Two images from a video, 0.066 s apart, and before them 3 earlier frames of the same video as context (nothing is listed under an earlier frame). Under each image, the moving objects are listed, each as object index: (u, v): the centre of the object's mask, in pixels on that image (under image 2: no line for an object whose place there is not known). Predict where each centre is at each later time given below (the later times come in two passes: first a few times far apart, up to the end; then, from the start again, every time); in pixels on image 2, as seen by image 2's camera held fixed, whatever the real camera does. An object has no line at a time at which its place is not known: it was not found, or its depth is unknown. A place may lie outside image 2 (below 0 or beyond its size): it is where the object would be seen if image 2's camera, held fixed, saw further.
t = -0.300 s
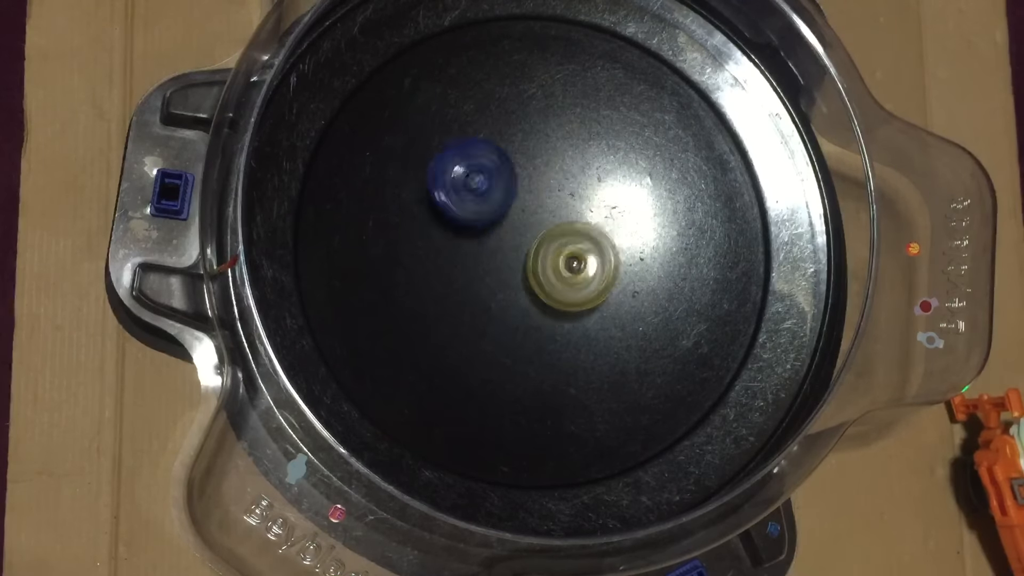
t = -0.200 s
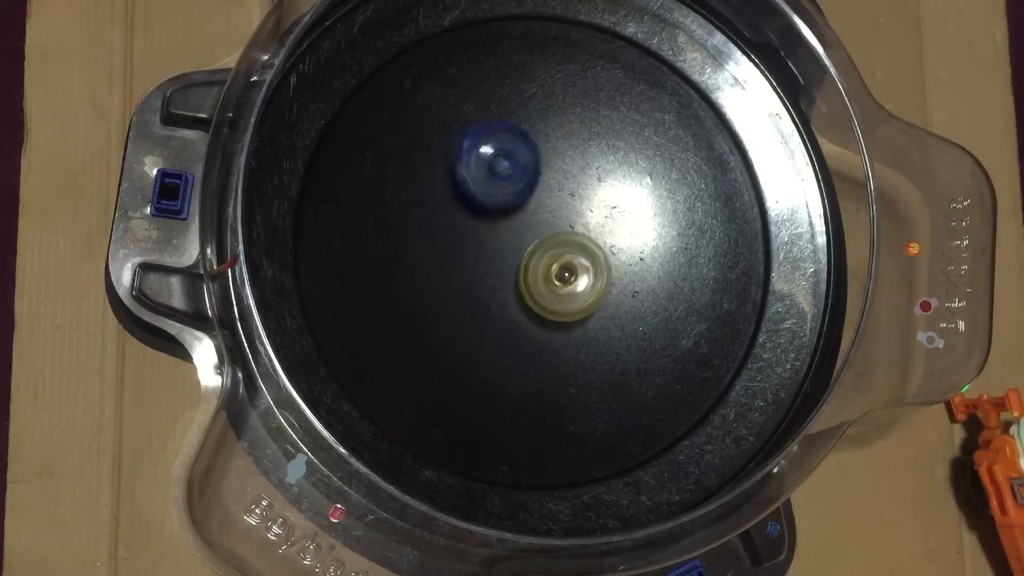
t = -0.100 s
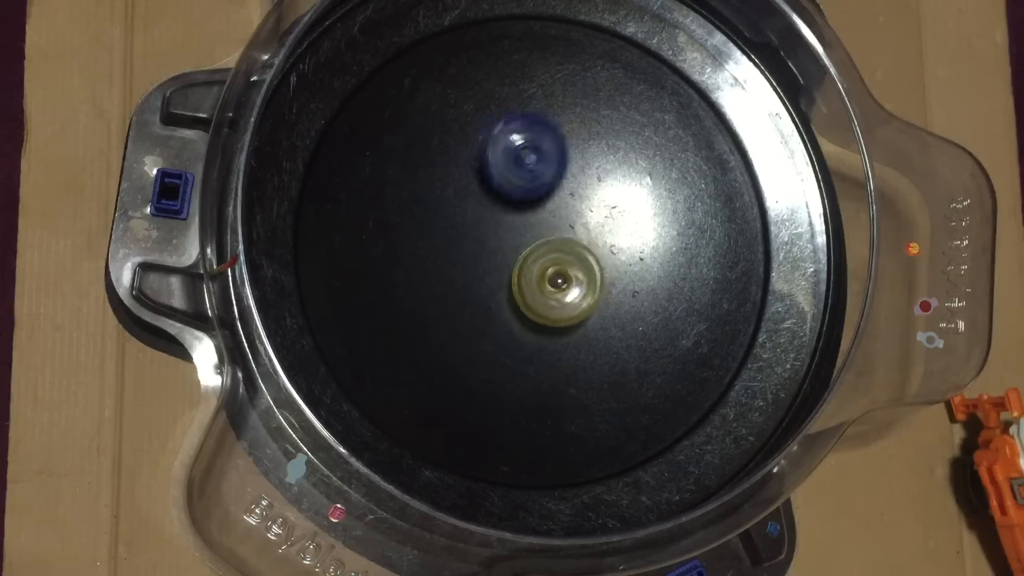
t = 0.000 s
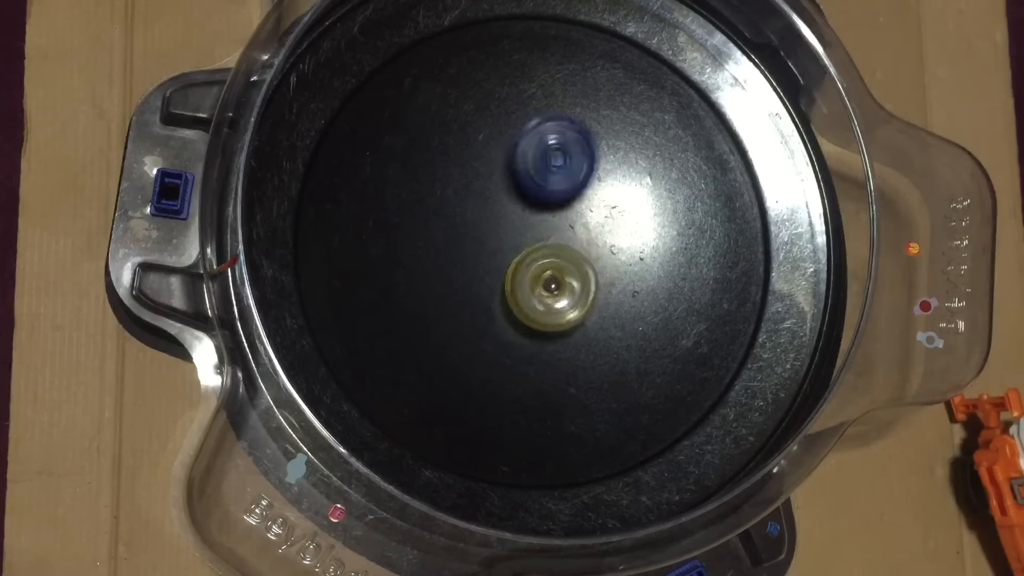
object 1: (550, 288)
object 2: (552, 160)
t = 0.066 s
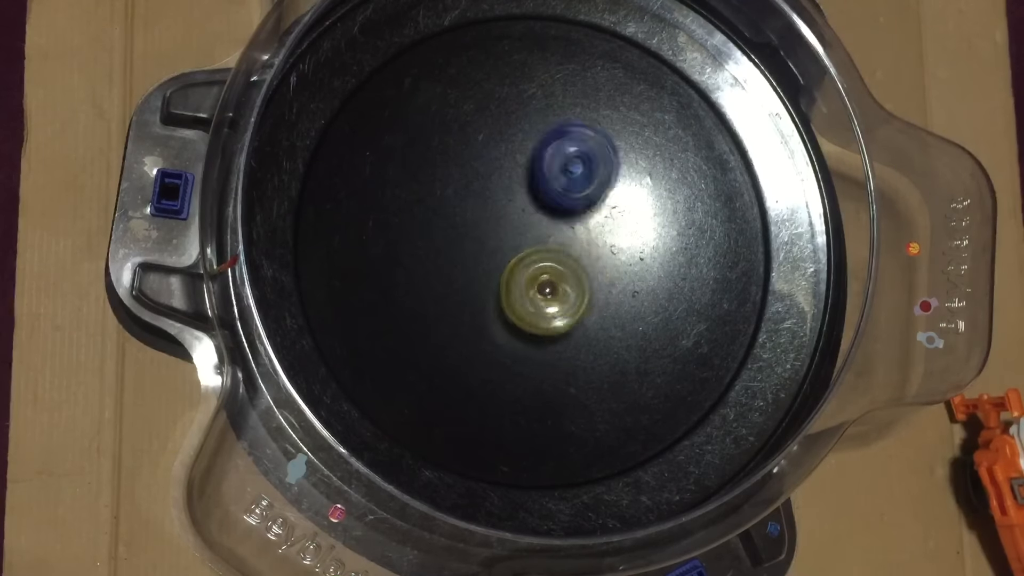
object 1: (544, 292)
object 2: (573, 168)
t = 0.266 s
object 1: (530, 302)
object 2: (612, 212)
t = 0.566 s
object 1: (509, 293)
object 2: (606, 294)
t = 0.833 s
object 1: (489, 249)
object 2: (552, 336)
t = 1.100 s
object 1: (497, 215)
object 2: (484, 321)
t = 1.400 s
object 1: (533, 194)
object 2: (457, 251)
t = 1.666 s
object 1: (589, 206)
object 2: (453, 209)
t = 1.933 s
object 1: (600, 245)
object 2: (517, 190)
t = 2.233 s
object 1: (606, 291)
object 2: (549, 170)
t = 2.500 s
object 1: (547, 319)
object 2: (575, 227)
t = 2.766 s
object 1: (494, 327)
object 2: (592, 267)
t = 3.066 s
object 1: (457, 266)
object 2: (580, 275)
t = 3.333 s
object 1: (464, 200)
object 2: (555, 250)
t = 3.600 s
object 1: (485, 146)
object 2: (561, 287)
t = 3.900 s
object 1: (559, 198)
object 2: (562, 286)
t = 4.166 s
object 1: (624, 213)
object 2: (504, 344)
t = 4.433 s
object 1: (595, 291)
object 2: (494, 253)
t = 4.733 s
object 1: (520, 332)
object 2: (525, 207)
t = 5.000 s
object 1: (473, 297)
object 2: (548, 243)
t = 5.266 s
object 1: (462, 233)
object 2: (564, 237)
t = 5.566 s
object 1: (483, 125)
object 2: (580, 297)
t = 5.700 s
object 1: (501, 109)
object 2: (578, 299)
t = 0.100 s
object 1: (542, 294)
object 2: (580, 172)
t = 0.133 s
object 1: (539, 296)
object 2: (586, 180)
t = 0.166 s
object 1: (537, 297)
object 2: (596, 187)
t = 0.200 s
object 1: (535, 299)
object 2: (603, 192)
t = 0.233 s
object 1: (532, 300)
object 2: (605, 202)
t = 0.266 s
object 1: (530, 302)
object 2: (612, 212)
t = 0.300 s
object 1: (528, 302)
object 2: (618, 219)
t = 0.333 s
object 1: (526, 303)
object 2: (617, 229)
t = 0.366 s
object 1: (524, 303)
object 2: (619, 241)
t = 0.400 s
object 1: (522, 303)
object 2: (622, 251)
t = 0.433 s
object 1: (520, 302)
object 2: (620, 258)
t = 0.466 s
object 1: (518, 300)
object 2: (616, 270)
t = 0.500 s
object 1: (515, 299)
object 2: (617, 279)
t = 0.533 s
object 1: (512, 295)
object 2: (614, 285)
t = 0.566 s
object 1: (509, 293)
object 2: (606, 294)
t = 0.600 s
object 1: (506, 289)
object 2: (602, 303)
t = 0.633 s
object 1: (503, 284)
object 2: (597, 307)
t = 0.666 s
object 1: (500, 279)
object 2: (588, 314)
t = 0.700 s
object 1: (495, 272)
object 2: (583, 322)
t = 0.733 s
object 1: (493, 266)
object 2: (578, 325)
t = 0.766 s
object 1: (491, 260)
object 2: (566, 329)
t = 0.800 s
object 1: (489, 254)
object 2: (558, 335)
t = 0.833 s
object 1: (489, 249)
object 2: (552, 336)
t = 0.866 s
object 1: (487, 244)
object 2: (540, 336)
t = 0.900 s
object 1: (486, 240)
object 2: (533, 338)
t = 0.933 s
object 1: (487, 235)
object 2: (526, 337)
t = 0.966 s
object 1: (488, 231)
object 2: (514, 335)
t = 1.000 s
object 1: (490, 226)
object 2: (507, 335)
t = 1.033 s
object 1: (491, 223)
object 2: (500, 330)
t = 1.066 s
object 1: (494, 219)
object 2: (491, 324)
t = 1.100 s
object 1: (497, 215)
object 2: (484, 321)
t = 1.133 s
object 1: (500, 211)
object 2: (480, 314)
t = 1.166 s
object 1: (503, 208)
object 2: (471, 307)
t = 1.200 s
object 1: (507, 205)
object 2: (468, 302)
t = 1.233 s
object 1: (511, 203)
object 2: (464, 293)
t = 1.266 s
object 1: (516, 200)
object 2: (460, 284)
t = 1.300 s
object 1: (520, 198)
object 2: (459, 279)
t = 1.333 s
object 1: (524, 196)
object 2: (457, 268)
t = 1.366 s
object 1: (528, 195)
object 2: (455, 258)
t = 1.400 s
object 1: (533, 194)
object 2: (457, 251)
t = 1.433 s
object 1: (538, 194)
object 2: (456, 241)
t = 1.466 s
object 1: (550, 191)
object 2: (449, 235)
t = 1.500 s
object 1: (562, 190)
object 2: (449, 230)
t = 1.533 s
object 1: (571, 191)
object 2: (445, 223)
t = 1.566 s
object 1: (579, 193)
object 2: (445, 220)
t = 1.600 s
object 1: (583, 197)
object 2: (447, 214)
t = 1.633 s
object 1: (587, 201)
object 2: (447, 211)
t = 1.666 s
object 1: (589, 206)
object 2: (453, 209)
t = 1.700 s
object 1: (590, 211)
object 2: (460, 204)
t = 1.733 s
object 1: (592, 214)
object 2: (464, 204)
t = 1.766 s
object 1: (593, 218)
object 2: (475, 202)
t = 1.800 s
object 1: (593, 223)
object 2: (481, 198)
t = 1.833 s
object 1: (594, 227)
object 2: (492, 198)
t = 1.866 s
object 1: (594, 231)
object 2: (503, 196)
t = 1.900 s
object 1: (595, 235)
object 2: (509, 193)
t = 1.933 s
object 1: (600, 245)
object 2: (517, 190)
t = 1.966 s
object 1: (608, 255)
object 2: (520, 180)
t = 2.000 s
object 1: (612, 266)
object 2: (524, 176)
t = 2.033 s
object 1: (614, 272)
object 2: (530, 170)
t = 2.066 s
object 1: (615, 278)
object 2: (532, 166)
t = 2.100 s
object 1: (614, 282)
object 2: (540, 165)
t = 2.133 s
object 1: (613, 285)
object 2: (541, 163)
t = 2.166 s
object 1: (611, 288)
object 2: (547, 165)
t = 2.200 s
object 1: (609, 289)
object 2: (547, 164)
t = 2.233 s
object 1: (606, 291)
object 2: (549, 170)
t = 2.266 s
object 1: (601, 293)
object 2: (553, 174)
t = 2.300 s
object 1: (595, 295)
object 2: (556, 181)
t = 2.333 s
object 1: (588, 298)
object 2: (561, 189)
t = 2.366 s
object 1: (582, 301)
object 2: (560, 198)
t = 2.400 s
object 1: (573, 305)
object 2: (566, 206)
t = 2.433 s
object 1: (565, 309)
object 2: (567, 214)
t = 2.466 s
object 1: (557, 312)
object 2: (571, 223)
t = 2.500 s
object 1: (547, 319)
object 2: (575, 227)
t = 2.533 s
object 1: (539, 324)
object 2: (579, 235)
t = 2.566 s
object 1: (531, 327)
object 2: (584, 239)
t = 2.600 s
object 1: (522, 331)
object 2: (583, 246)
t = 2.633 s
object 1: (514, 333)
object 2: (590, 251)
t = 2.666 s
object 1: (508, 333)
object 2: (588, 256)
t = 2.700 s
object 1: (501, 333)
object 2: (593, 262)
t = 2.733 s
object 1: (497, 331)
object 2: (590, 262)
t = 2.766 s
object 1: (494, 327)
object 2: (592, 267)
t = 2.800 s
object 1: (489, 322)
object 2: (589, 266)
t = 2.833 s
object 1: (487, 317)
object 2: (586, 272)
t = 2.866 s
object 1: (486, 311)
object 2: (583, 270)
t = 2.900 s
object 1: (484, 305)
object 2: (577, 274)
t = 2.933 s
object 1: (483, 298)
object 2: (575, 273)
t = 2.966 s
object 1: (479, 290)
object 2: (571, 277)
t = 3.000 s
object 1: (470, 282)
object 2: (576, 276)
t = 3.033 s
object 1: (462, 274)
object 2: (576, 277)
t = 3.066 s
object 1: (457, 266)
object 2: (580, 275)
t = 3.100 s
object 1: (453, 258)
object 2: (578, 275)
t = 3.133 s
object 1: (451, 249)
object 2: (580, 272)
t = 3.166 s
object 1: (450, 241)
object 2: (576, 270)
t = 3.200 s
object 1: (451, 232)
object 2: (575, 264)
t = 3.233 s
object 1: (453, 224)
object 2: (570, 263)
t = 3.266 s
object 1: (456, 214)
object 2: (567, 257)
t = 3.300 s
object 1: (460, 207)
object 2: (561, 255)
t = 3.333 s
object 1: (464, 200)
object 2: (555, 250)
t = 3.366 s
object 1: (471, 194)
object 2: (549, 249)
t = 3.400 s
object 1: (471, 183)
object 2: (547, 253)
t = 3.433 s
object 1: (471, 171)
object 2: (549, 261)
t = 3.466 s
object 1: (471, 163)
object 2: (550, 264)
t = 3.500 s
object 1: (474, 155)
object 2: (553, 272)
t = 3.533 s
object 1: (476, 150)
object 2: (555, 275)
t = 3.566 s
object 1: (481, 147)
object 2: (559, 284)
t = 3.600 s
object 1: (485, 146)
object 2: (561, 287)
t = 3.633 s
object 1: (491, 147)
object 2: (567, 292)
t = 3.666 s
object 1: (496, 150)
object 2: (568, 293)
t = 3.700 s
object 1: (504, 154)
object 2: (573, 295)
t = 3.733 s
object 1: (512, 160)
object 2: (571, 293)
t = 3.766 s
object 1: (520, 167)
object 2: (575, 292)
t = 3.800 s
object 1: (528, 174)
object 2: (571, 289)
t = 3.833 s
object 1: (540, 184)
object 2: (572, 286)
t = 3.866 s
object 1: (549, 192)
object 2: (568, 284)
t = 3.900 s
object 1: (559, 198)
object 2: (562, 286)
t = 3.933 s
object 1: (571, 193)
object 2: (553, 308)
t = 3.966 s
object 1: (585, 184)
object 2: (541, 322)
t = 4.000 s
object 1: (596, 183)
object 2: (534, 337)
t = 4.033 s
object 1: (605, 184)
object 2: (524, 347)
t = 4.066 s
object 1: (611, 187)
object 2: (521, 349)
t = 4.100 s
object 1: (619, 192)
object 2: (511, 351)
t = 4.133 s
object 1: (623, 199)
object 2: (508, 347)
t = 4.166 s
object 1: (624, 213)
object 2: (504, 344)
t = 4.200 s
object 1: (625, 223)
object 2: (500, 335)
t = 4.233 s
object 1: (626, 231)
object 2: (500, 326)
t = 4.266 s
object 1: (623, 244)
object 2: (495, 315)
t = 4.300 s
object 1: (619, 253)
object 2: (494, 303)
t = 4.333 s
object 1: (615, 261)
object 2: (494, 292)
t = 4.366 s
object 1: (608, 273)
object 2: (490, 277)
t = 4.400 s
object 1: (602, 283)
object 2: (492, 263)
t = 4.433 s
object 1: (595, 291)
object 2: (494, 253)
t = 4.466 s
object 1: (588, 300)
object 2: (490, 242)
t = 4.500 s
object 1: (579, 307)
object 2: (494, 231)
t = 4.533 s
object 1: (572, 314)
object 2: (496, 222)
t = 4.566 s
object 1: (562, 321)
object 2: (499, 217)
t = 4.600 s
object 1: (551, 326)
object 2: (503, 209)
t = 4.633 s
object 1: (544, 330)
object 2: (511, 207)
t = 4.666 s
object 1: (536, 331)
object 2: (518, 206)
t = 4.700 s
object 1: (529, 332)
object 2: (522, 207)
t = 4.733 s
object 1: (520, 332)
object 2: (525, 207)
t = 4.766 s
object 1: (510, 332)
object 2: (533, 207)
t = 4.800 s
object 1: (501, 330)
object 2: (539, 211)
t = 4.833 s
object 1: (496, 328)
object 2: (542, 220)
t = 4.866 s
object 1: (490, 324)
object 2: (541, 225)
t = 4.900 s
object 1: (486, 318)
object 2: (544, 227)
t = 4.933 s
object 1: (481, 312)
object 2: (549, 232)
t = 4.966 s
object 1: (477, 306)
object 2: (549, 239)
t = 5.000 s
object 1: (473, 297)
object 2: (548, 243)
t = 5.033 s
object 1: (470, 289)
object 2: (548, 246)
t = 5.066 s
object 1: (468, 281)
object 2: (548, 246)
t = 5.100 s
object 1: (462, 273)
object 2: (552, 243)
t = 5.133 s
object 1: (459, 265)
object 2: (561, 243)
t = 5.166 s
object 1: (459, 257)
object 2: (566, 241)
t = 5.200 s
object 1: (460, 249)
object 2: (567, 240)
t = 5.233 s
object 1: (460, 241)
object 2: (567, 239)
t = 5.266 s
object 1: (462, 233)
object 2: (564, 237)
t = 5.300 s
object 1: (465, 224)
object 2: (562, 234)
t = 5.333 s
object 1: (469, 216)
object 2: (561, 234)
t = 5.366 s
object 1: (475, 209)
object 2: (559, 234)
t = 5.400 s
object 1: (481, 201)
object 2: (558, 236)
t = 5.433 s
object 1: (479, 183)
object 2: (563, 251)
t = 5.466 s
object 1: (478, 164)
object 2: (571, 267)
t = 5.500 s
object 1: (478, 148)
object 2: (576, 282)
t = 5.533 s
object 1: (480, 135)
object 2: (579, 291)
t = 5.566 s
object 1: (483, 125)
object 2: (580, 297)
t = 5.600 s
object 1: (486, 118)
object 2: (579, 299)
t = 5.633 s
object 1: (490, 113)
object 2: (578, 299)
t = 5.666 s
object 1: (495, 110)
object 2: (578, 299)
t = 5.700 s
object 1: (501, 109)
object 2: (578, 299)
